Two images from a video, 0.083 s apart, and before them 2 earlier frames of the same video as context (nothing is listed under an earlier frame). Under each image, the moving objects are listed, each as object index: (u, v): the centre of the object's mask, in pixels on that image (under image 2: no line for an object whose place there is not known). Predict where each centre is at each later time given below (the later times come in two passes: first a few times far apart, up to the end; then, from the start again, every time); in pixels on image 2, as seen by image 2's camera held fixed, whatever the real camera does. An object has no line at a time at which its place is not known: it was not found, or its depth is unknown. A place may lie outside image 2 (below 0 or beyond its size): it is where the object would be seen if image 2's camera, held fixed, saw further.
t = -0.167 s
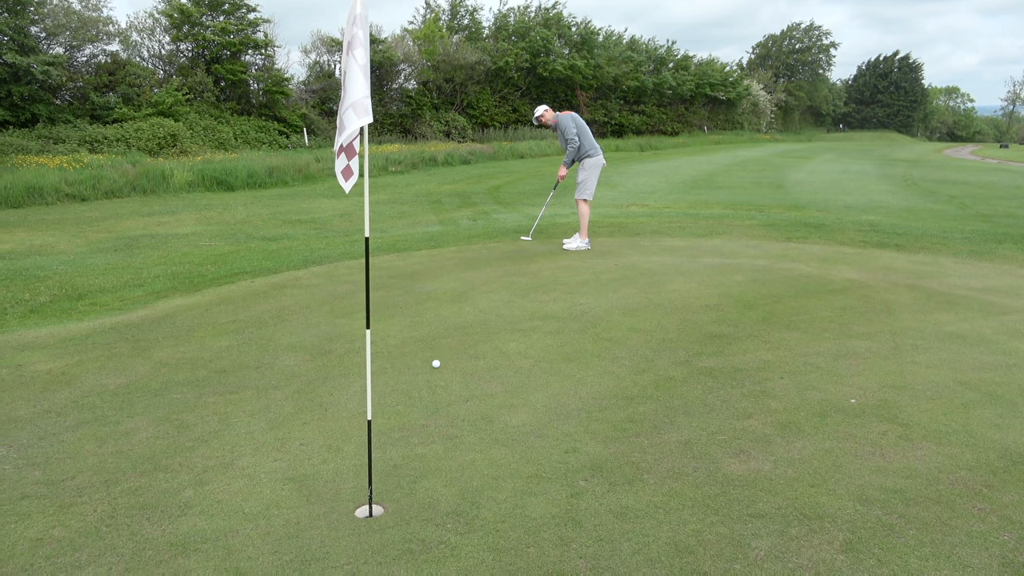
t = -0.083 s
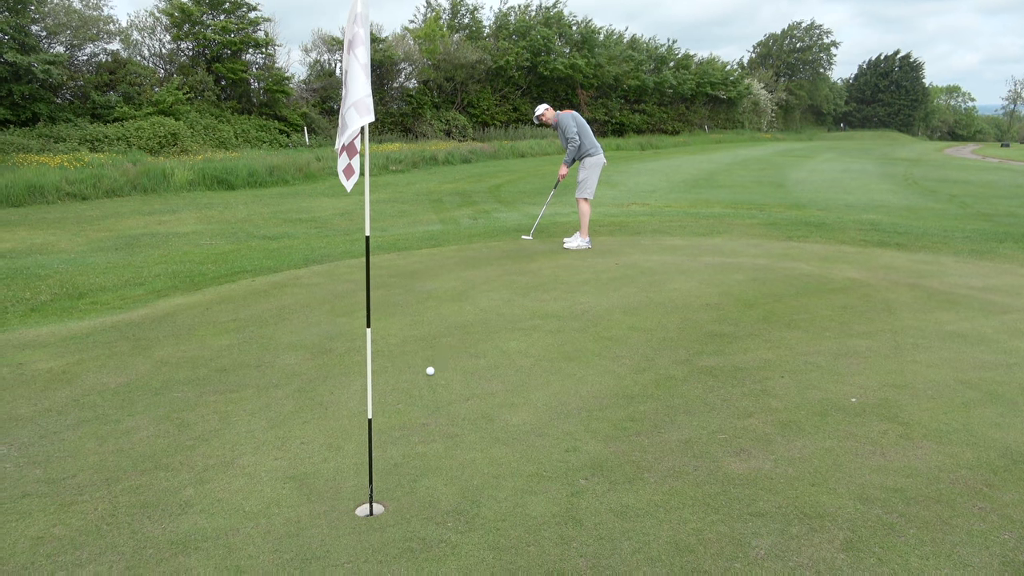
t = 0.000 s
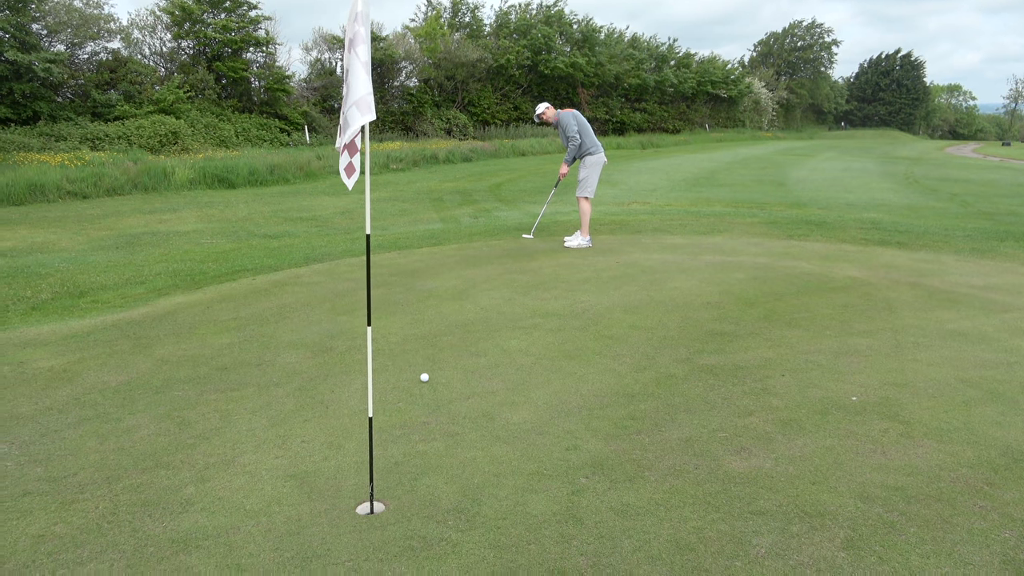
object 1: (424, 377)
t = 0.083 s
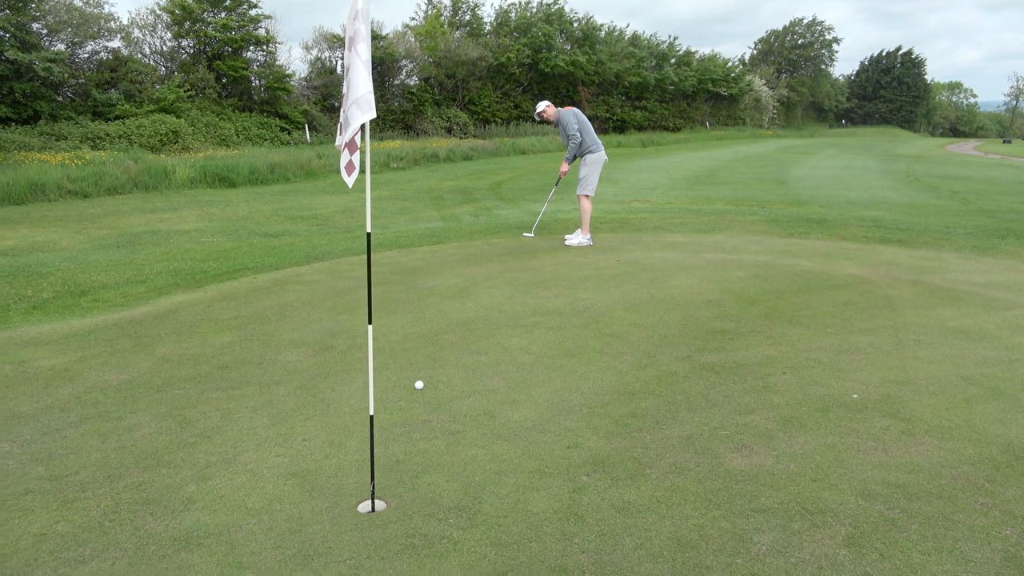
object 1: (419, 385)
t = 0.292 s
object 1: (404, 406)
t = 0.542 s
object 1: (387, 434)
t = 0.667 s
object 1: (380, 447)
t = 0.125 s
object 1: (416, 388)
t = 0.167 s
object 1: (413, 394)
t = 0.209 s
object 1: (409, 398)
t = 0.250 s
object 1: (406, 401)
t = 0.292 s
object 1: (404, 406)
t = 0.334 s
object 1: (401, 411)
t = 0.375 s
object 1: (398, 416)
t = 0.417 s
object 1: (395, 420)
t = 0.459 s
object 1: (392, 425)
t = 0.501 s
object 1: (390, 429)
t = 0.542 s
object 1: (387, 434)
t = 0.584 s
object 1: (385, 438)
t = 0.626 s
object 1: (382, 443)
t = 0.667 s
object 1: (380, 447)
